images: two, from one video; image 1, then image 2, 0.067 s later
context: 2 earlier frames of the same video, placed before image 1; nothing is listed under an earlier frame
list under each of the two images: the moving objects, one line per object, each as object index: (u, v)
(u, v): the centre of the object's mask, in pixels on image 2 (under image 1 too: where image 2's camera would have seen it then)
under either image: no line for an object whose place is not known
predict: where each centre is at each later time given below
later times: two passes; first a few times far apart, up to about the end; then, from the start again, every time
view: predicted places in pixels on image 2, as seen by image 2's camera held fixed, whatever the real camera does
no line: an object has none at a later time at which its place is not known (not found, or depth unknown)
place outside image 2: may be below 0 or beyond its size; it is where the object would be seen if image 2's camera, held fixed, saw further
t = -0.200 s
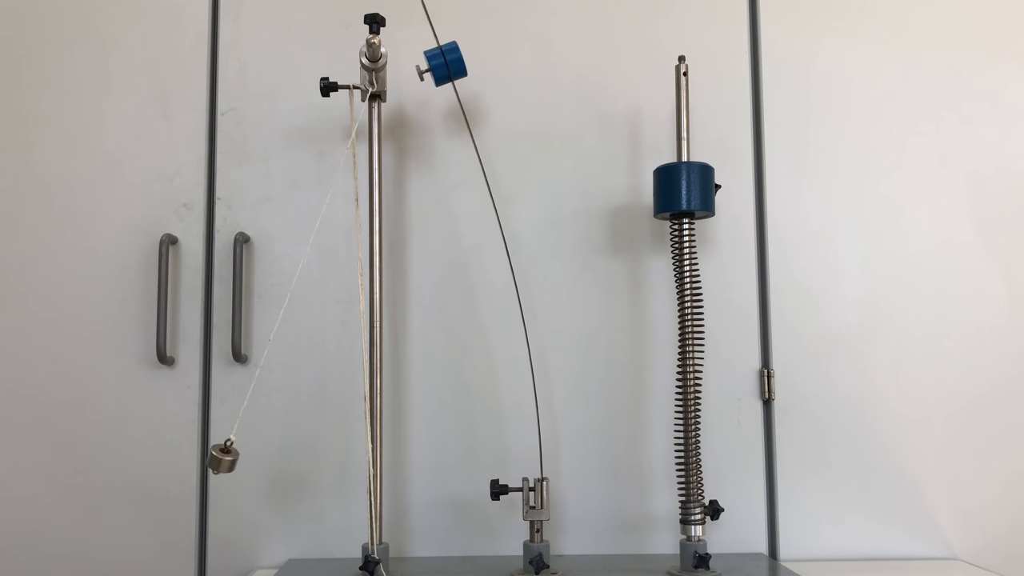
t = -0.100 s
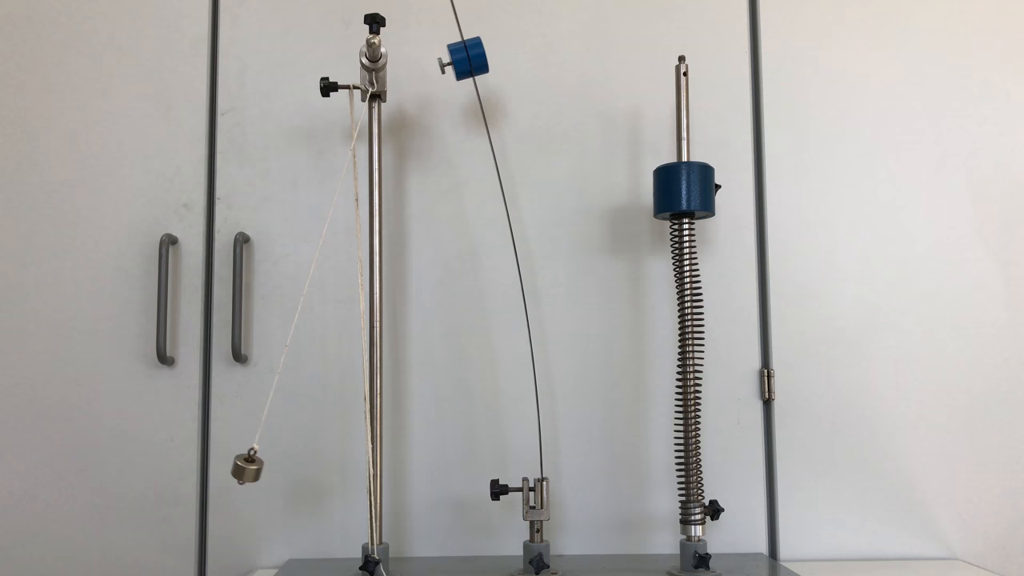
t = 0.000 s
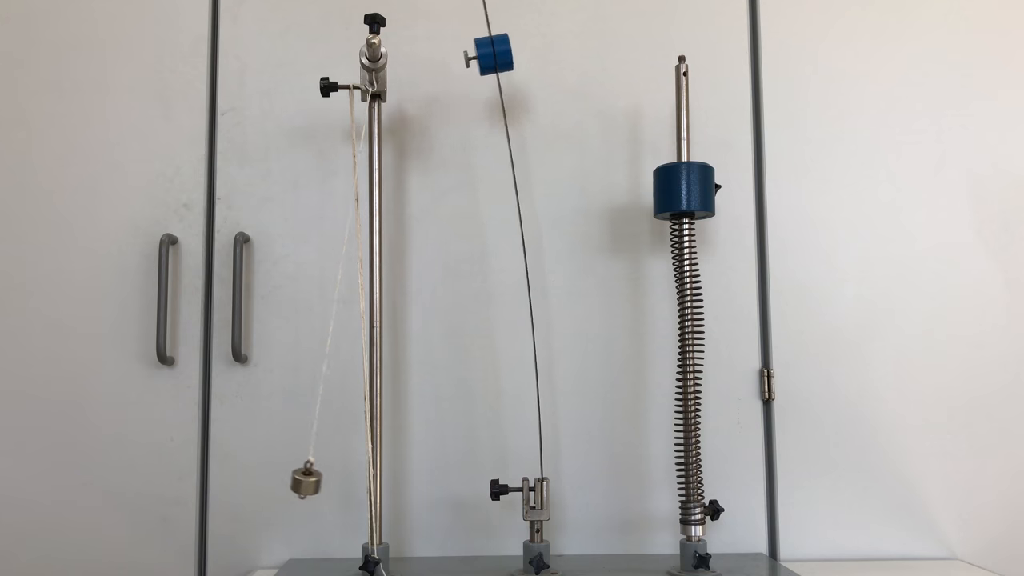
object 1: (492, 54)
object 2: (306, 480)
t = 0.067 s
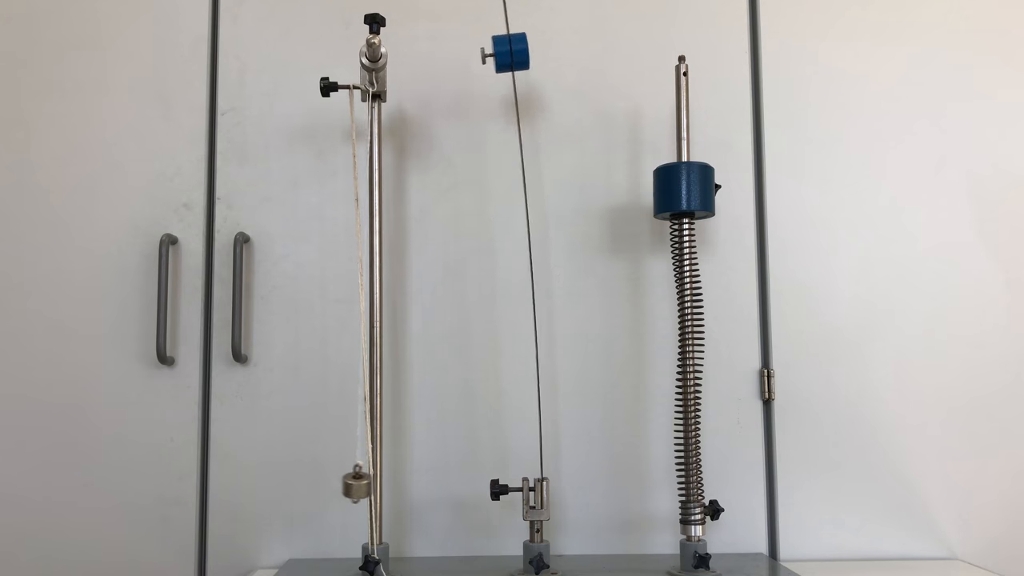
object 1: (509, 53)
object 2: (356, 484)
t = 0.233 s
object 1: (541, 51)
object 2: (475, 468)
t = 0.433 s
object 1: (546, 51)
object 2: (508, 456)
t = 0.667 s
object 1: (505, 53)
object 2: (379, 481)
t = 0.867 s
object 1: (455, 61)
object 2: (248, 465)
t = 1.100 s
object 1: (424, 70)
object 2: (250, 468)
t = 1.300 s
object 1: (440, 65)
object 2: (387, 484)
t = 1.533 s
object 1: (493, 54)
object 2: (508, 457)
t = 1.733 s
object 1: (536, 51)
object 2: (466, 469)
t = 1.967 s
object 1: (545, 51)
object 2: (303, 477)
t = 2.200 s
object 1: (504, 53)
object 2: (227, 461)
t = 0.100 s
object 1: (517, 52)
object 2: (384, 484)
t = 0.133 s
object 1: (524, 52)
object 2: (409, 481)
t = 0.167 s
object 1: (530, 51)
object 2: (434, 478)
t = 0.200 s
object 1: (536, 51)
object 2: (456, 473)
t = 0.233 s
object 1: (541, 51)
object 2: (475, 468)
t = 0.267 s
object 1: (544, 51)
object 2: (490, 463)
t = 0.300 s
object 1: (547, 52)
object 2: (502, 459)
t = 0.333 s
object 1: (548, 51)
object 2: (510, 456)
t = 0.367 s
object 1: (549, 52)
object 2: (513, 454)
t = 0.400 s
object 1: (548, 51)
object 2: (513, 454)
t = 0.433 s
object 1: (546, 51)
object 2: (508, 456)
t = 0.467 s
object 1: (543, 51)
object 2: (499, 459)
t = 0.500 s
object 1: (539, 51)
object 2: (486, 463)
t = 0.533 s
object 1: (533, 51)
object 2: (470, 468)
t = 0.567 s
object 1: (527, 52)
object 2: (451, 473)
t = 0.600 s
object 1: (520, 52)
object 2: (429, 477)
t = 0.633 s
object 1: (513, 52)
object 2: (404, 480)
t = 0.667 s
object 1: (505, 53)
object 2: (379, 481)
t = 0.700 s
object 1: (497, 54)
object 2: (353, 482)
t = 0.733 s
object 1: (488, 55)
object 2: (328, 480)
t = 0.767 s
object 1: (479, 56)
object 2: (304, 478)
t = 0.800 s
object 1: (471, 58)
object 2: (283, 474)
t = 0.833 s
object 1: (463, 59)
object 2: (264, 470)
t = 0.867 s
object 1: (455, 61)
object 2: (248, 465)
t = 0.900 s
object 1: (448, 63)
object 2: (236, 462)
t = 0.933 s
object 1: (442, 65)
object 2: (228, 460)
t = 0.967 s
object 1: (436, 66)
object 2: (225, 459)
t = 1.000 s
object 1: (432, 68)
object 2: (225, 459)
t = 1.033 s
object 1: (428, 69)
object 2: (229, 461)
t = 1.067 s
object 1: (426, 69)
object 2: (238, 464)
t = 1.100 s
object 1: (424, 70)
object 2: (250, 468)
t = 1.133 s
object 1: (424, 70)
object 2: (267, 473)
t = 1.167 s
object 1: (425, 70)
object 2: (287, 478)
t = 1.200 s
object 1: (427, 69)
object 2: (309, 481)
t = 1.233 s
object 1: (430, 68)
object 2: (334, 484)
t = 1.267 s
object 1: (434, 67)
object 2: (359, 485)
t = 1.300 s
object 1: (440, 65)
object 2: (387, 484)
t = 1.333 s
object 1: (445, 64)
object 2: (412, 482)
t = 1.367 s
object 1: (452, 62)
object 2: (435, 478)
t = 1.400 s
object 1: (460, 60)
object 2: (456, 473)
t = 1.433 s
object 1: (468, 58)
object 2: (475, 468)
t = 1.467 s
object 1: (476, 57)
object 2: (490, 463)
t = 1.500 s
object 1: (484, 55)
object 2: (501, 460)
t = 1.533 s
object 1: (493, 54)
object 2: (508, 457)
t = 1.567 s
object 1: (501, 53)
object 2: (511, 455)
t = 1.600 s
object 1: (509, 52)
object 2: (510, 455)
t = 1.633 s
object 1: (517, 52)
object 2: (504, 457)
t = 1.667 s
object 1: (524, 52)
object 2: (495, 460)
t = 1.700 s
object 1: (530, 51)
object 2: (482, 465)
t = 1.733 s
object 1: (536, 51)
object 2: (466, 469)
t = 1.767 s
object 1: (540, 51)
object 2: (447, 473)
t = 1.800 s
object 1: (543, 51)
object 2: (424, 477)
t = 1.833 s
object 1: (546, 51)
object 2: (401, 480)
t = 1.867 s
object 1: (547, 51)
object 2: (376, 480)
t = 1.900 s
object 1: (548, 51)
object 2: (351, 481)
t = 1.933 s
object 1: (547, 51)
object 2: (326, 480)
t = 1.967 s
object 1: (545, 51)
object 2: (303, 477)
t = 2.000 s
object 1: (541, 51)
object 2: (282, 474)
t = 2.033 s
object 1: (537, 51)
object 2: (264, 470)
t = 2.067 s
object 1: (532, 51)
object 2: (249, 466)
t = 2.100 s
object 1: (526, 52)
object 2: (237, 463)
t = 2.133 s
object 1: (519, 52)
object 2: (230, 461)
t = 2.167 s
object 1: (511, 52)
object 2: (226, 460)
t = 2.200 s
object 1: (504, 53)
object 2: (227, 461)
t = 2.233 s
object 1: (495, 54)
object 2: (232, 463)
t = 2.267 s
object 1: (487, 55)
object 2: (241, 466)
